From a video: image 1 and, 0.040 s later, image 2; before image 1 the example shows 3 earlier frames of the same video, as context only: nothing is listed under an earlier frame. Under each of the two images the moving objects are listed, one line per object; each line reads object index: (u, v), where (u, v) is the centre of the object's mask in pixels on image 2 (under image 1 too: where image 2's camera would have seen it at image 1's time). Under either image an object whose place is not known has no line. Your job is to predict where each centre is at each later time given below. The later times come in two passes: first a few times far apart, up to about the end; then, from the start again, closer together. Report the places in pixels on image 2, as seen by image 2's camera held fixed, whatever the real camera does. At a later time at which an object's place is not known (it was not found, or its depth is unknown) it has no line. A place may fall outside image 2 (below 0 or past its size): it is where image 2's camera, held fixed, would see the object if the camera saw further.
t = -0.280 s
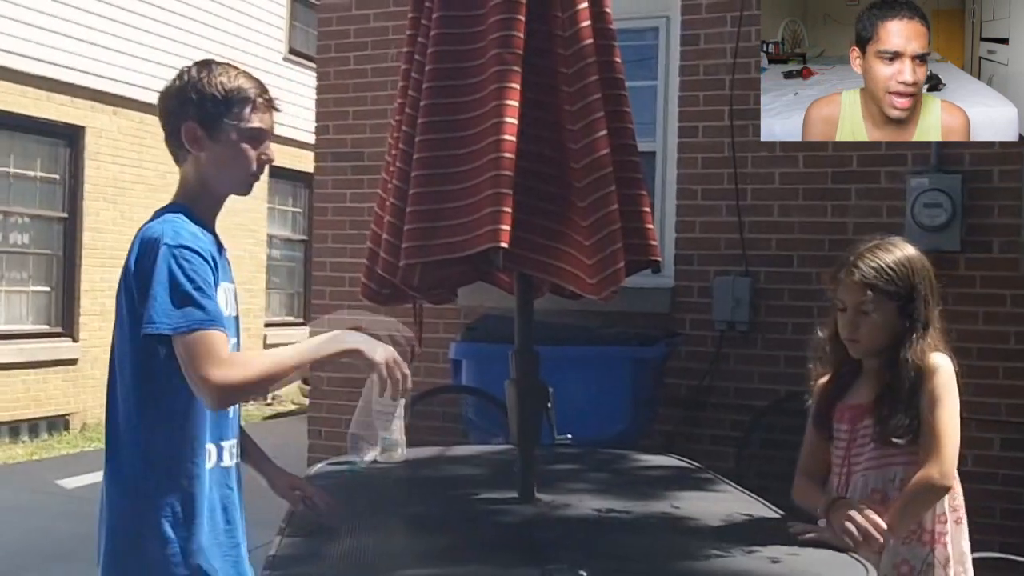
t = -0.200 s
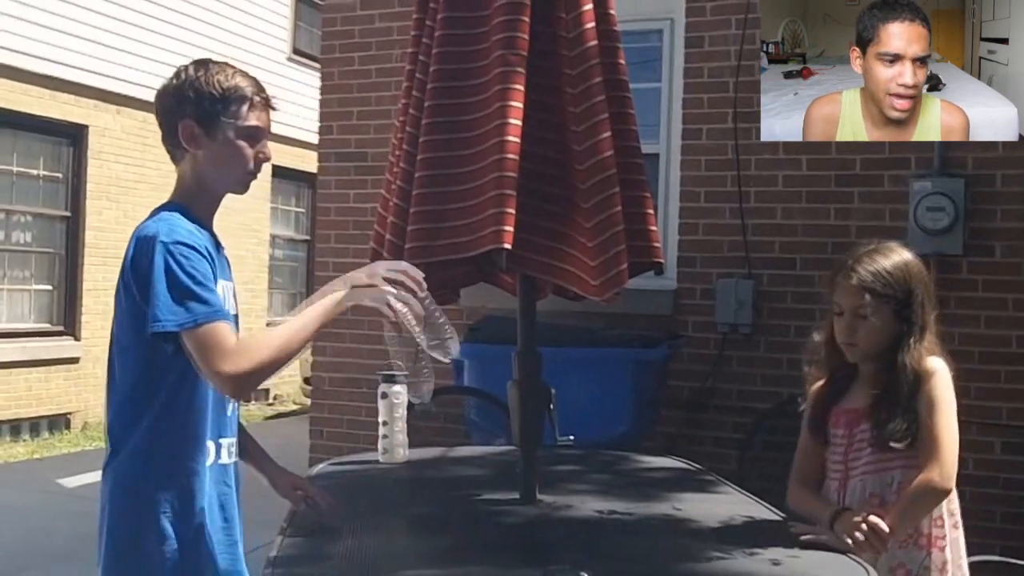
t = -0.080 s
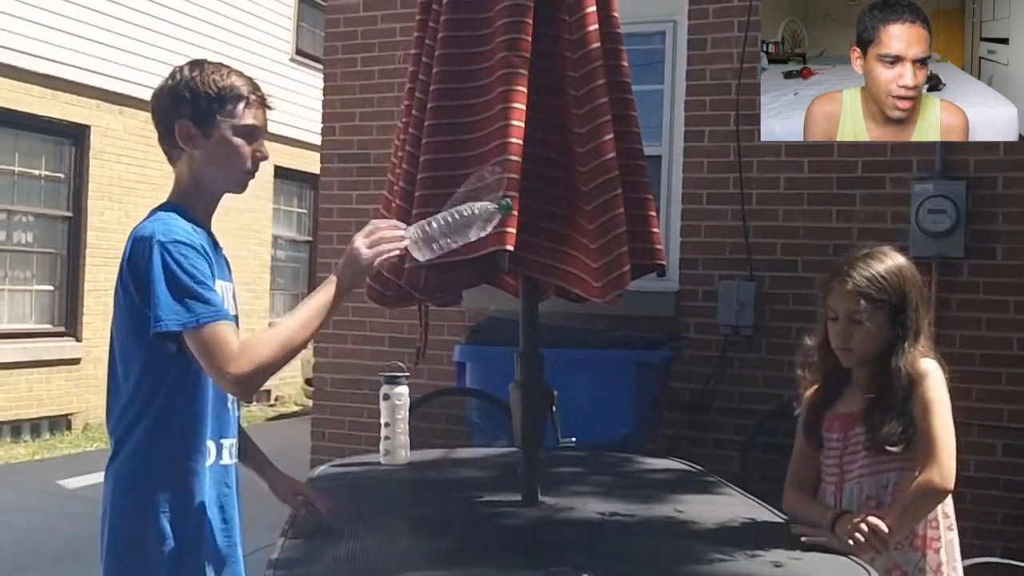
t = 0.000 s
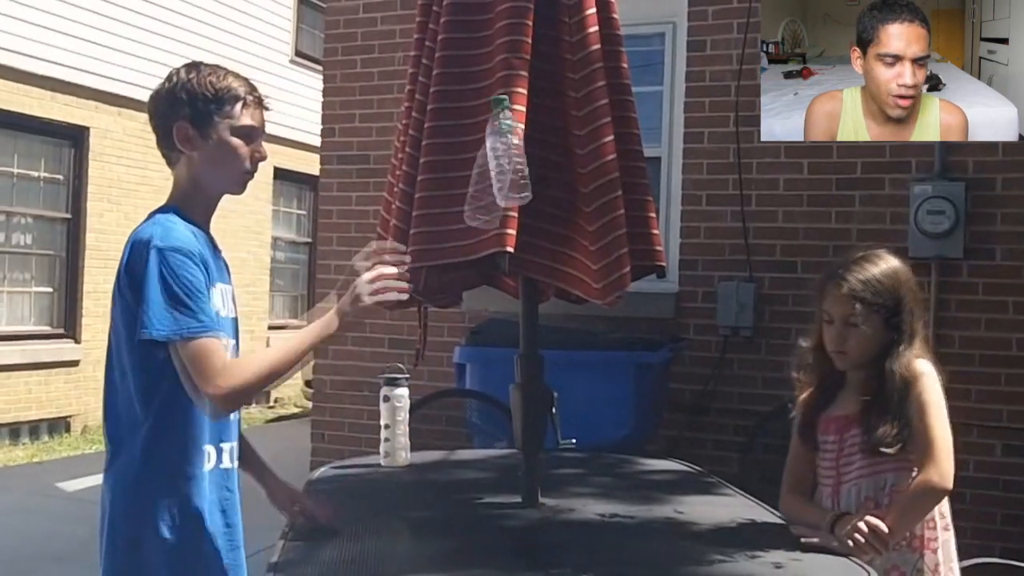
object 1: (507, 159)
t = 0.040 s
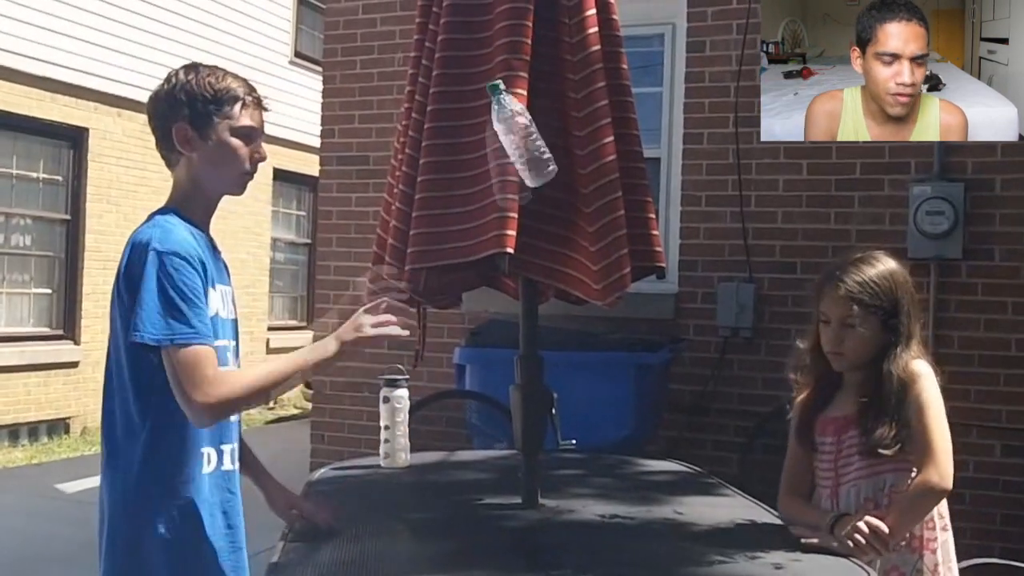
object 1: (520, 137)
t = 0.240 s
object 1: (563, 143)
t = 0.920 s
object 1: (599, 490)
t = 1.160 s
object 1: (597, 490)
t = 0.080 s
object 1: (531, 122)
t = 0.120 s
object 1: (543, 113)
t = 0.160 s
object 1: (548, 114)
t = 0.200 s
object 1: (552, 125)
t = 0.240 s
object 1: (563, 143)
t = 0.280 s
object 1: (571, 176)
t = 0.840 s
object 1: (598, 490)
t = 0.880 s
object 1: (599, 490)
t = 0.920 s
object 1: (599, 490)
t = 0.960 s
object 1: (598, 490)
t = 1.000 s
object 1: (597, 490)
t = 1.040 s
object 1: (597, 490)
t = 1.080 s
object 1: (597, 490)
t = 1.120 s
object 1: (597, 490)
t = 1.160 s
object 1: (597, 490)
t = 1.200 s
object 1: (597, 490)
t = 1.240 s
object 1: (596, 490)
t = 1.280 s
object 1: (596, 490)
